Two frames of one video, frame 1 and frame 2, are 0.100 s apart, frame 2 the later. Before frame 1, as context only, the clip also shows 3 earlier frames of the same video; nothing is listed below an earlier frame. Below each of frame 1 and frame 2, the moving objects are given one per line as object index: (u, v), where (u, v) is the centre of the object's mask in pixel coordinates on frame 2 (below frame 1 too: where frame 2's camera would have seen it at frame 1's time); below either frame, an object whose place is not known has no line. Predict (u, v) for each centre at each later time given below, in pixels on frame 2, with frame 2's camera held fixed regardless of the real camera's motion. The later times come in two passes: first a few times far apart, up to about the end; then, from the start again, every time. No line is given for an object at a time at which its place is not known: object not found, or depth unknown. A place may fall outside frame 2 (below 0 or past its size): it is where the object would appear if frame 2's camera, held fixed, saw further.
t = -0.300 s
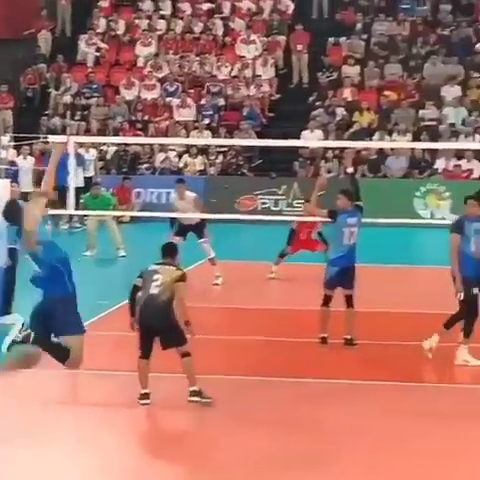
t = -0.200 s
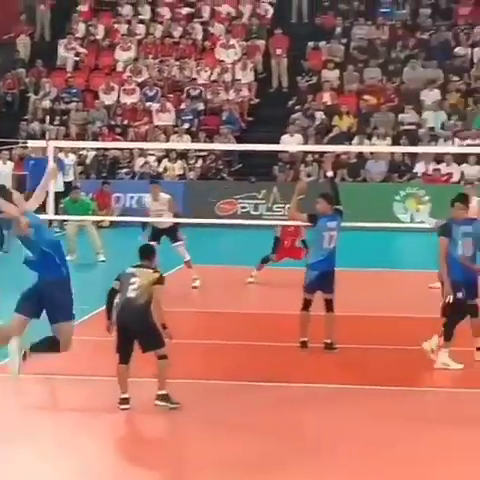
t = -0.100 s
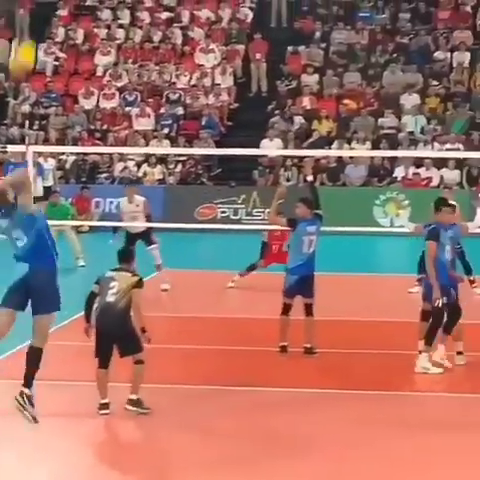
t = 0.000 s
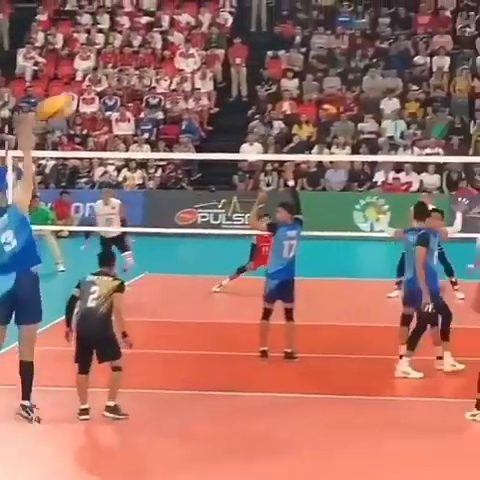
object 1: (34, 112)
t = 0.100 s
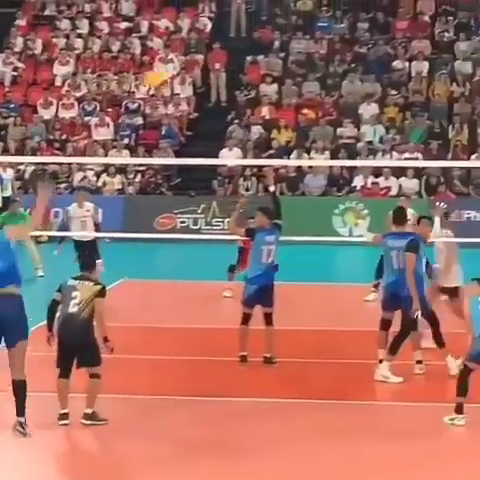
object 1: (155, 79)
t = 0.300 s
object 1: (323, 79)
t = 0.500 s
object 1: (430, 127)
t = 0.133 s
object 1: (192, 73)
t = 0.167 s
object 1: (224, 72)
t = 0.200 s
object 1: (249, 72)
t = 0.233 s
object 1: (276, 71)
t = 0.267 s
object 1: (301, 75)
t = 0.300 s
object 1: (323, 79)
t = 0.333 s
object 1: (345, 84)
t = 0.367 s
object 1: (363, 91)
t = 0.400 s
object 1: (385, 100)
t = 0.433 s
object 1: (400, 107)
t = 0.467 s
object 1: (414, 115)
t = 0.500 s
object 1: (430, 127)
